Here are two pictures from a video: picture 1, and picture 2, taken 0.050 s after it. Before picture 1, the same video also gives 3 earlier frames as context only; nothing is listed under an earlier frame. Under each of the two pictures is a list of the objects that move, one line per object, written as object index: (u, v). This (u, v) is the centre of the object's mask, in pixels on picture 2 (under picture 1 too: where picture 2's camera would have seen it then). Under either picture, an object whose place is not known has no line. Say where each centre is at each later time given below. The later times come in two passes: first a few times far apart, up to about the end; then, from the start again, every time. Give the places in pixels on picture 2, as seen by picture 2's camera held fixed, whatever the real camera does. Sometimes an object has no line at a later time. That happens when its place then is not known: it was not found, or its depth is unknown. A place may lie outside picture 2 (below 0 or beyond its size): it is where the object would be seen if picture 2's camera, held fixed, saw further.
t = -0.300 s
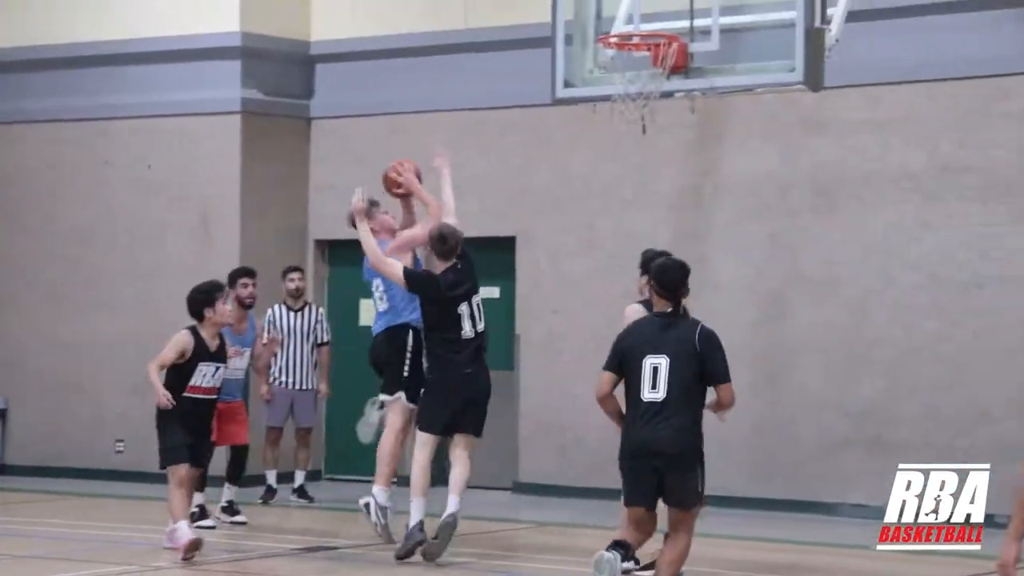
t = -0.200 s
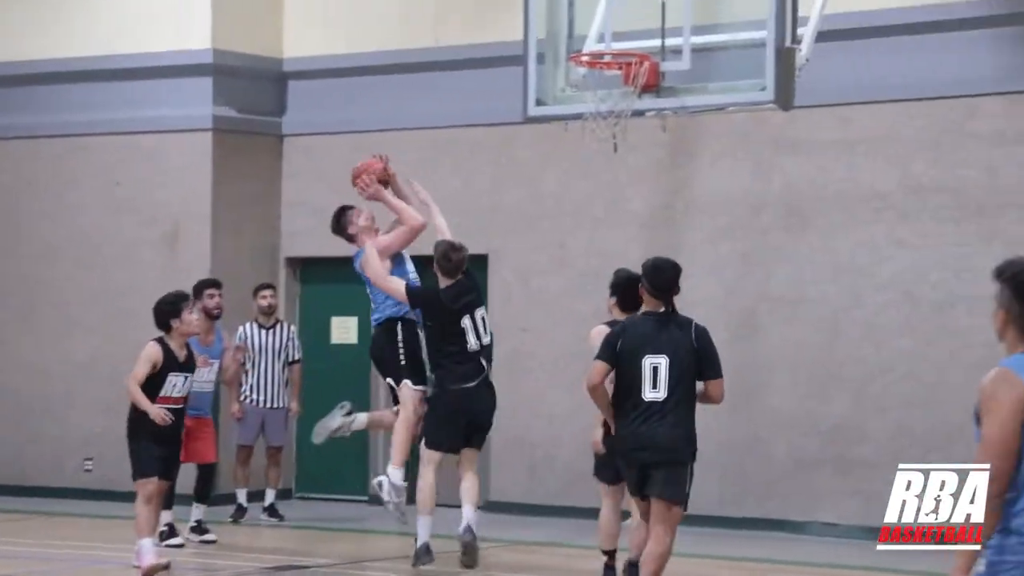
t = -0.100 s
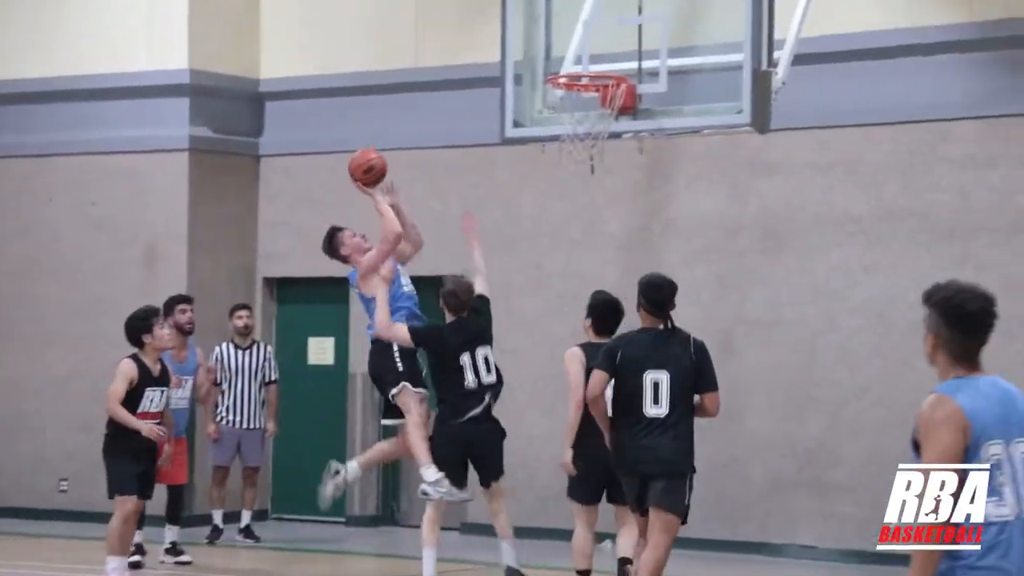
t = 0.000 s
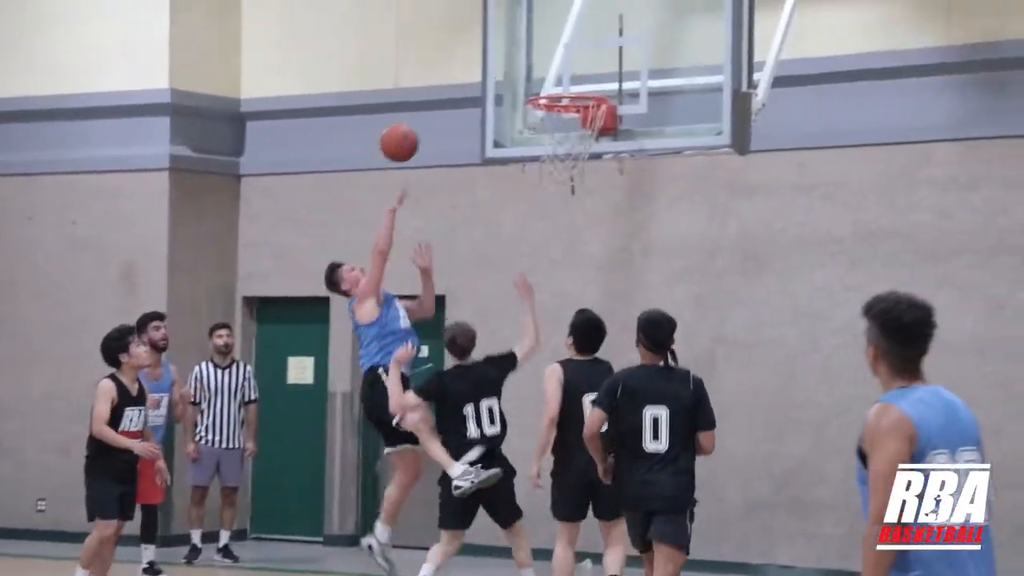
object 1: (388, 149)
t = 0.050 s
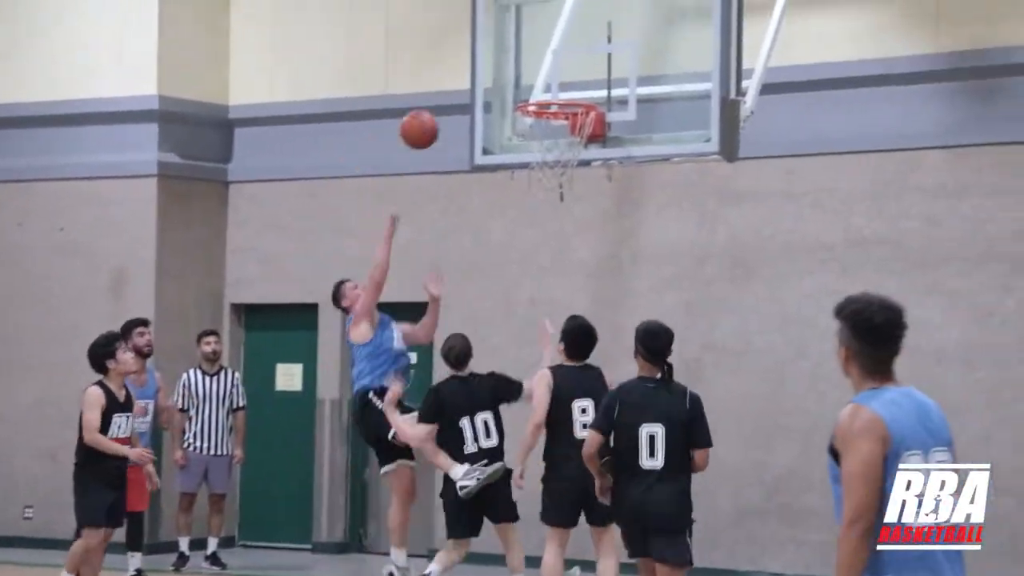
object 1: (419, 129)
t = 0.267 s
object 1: (546, 87)
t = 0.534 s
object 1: (556, 107)
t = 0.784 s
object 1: (542, 149)
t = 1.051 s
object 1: (574, 200)
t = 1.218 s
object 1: (592, 284)
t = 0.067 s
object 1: (430, 124)
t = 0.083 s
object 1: (440, 119)
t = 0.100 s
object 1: (451, 114)
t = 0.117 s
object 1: (462, 110)
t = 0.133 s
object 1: (472, 105)
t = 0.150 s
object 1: (483, 102)
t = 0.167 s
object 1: (493, 98)
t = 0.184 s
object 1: (503, 96)
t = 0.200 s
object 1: (513, 92)
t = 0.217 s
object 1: (525, 88)
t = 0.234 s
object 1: (536, 87)
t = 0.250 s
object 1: (543, 87)
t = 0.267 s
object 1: (546, 87)
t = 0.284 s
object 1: (548, 87)
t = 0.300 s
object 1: (551, 87)
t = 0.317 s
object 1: (554, 87)
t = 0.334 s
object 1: (555, 87)
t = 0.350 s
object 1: (556, 87)
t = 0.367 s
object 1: (558, 86)
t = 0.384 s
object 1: (559, 87)
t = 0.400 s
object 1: (561, 87)
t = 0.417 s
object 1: (562, 88)
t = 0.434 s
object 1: (564, 89)
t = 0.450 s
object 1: (565, 90)
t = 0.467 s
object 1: (566, 91)
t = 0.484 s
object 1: (568, 92)
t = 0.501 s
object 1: (567, 102)
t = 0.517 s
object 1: (562, 104)
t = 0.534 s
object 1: (556, 107)
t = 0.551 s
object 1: (550, 110)
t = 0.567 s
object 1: (544, 112)
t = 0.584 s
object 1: (540, 114)
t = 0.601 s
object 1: (539, 117)
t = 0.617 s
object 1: (539, 121)
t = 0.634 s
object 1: (538, 123)
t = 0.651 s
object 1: (537, 126)
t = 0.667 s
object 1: (537, 129)
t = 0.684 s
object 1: (537, 134)
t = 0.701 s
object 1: (536, 138)
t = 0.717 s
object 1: (537, 142)
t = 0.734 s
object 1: (538, 145)
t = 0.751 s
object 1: (538, 146)
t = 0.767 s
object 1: (540, 147)
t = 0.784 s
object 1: (542, 149)
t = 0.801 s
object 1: (544, 150)
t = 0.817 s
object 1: (547, 151)
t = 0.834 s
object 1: (549, 154)
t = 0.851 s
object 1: (551, 155)
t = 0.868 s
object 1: (554, 158)
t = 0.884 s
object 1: (555, 158)
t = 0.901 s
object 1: (557, 161)
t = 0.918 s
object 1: (558, 164)
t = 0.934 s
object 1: (561, 169)
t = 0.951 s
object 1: (563, 171)
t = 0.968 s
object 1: (565, 174)
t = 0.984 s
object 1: (566, 178)
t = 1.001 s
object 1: (568, 182)
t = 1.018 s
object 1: (570, 187)
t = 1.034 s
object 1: (573, 193)
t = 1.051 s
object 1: (574, 200)
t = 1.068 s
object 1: (576, 205)
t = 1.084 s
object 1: (578, 212)
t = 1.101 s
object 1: (579, 219)
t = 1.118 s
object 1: (581, 227)
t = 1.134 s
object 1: (583, 236)
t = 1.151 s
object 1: (585, 244)
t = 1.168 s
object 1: (587, 253)
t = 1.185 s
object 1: (589, 263)
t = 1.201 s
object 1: (590, 273)
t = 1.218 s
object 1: (592, 284)
